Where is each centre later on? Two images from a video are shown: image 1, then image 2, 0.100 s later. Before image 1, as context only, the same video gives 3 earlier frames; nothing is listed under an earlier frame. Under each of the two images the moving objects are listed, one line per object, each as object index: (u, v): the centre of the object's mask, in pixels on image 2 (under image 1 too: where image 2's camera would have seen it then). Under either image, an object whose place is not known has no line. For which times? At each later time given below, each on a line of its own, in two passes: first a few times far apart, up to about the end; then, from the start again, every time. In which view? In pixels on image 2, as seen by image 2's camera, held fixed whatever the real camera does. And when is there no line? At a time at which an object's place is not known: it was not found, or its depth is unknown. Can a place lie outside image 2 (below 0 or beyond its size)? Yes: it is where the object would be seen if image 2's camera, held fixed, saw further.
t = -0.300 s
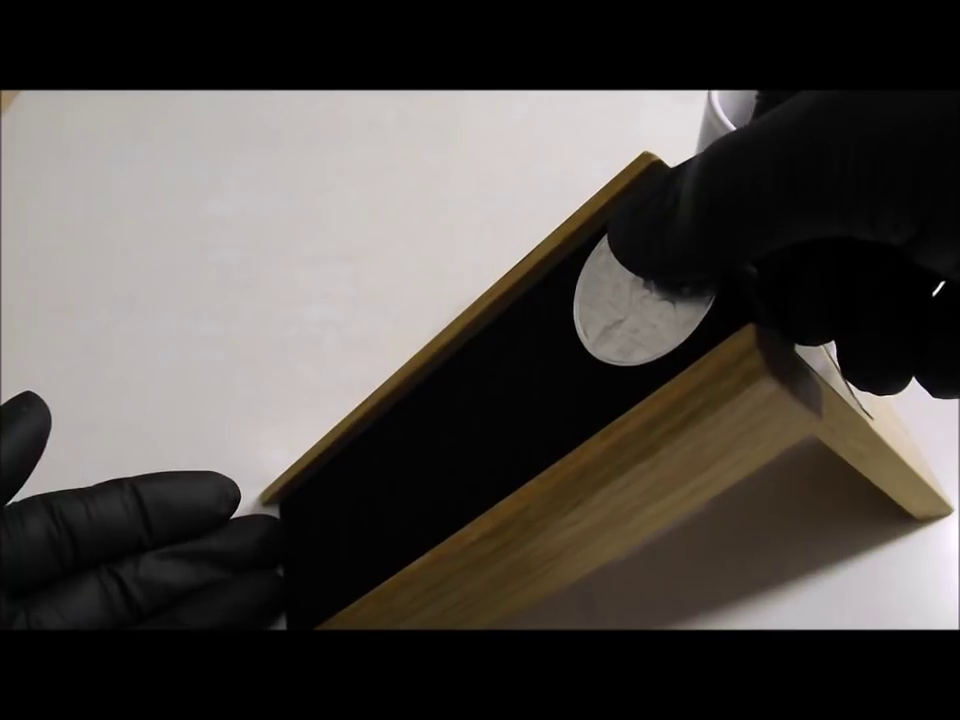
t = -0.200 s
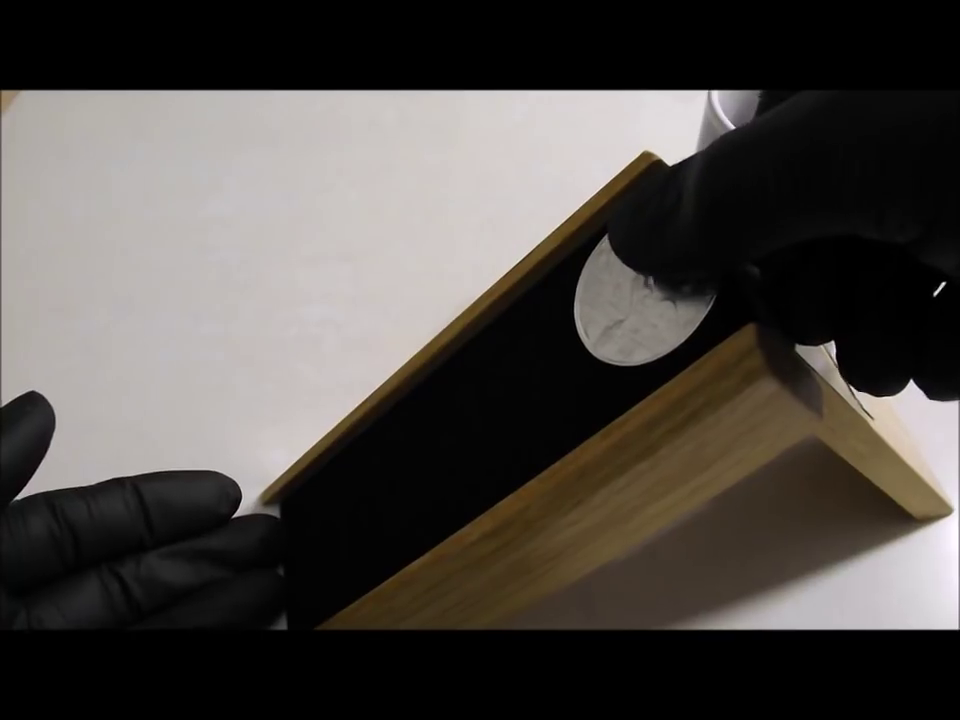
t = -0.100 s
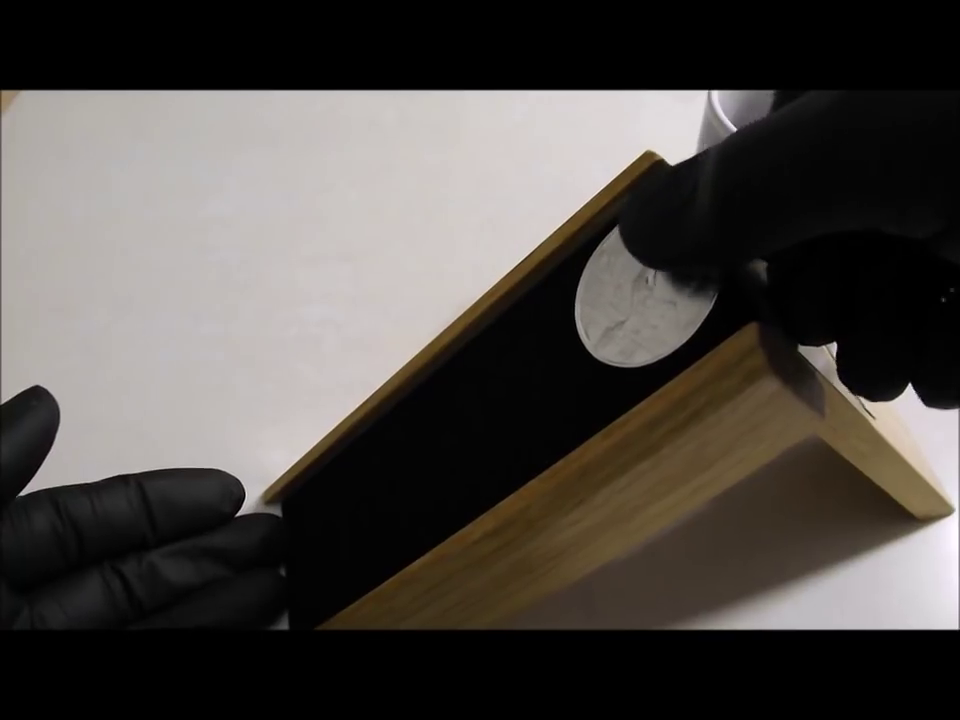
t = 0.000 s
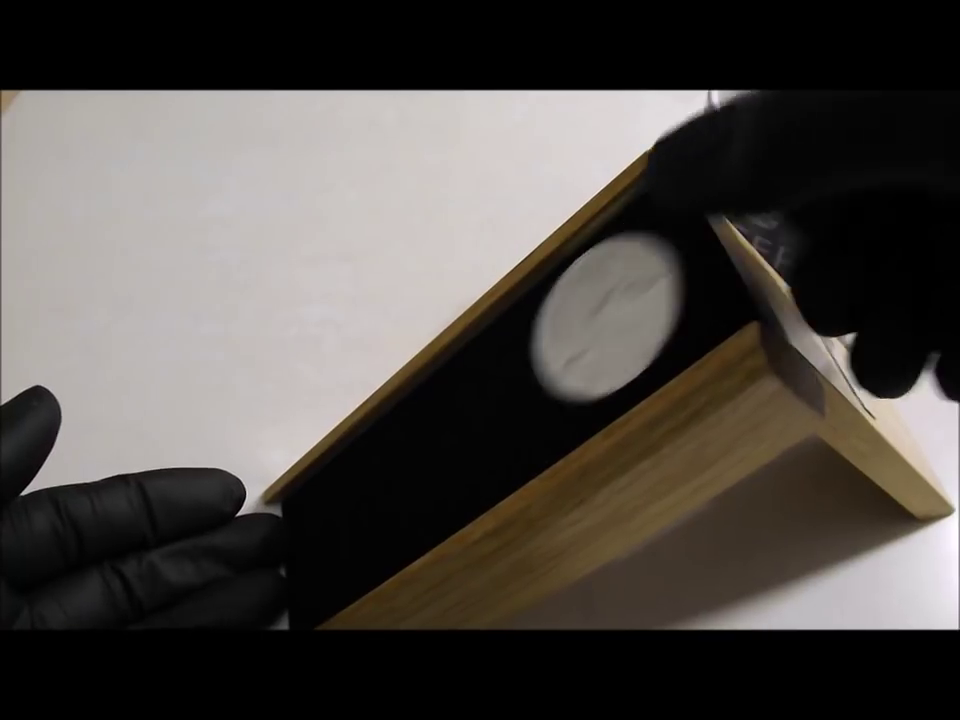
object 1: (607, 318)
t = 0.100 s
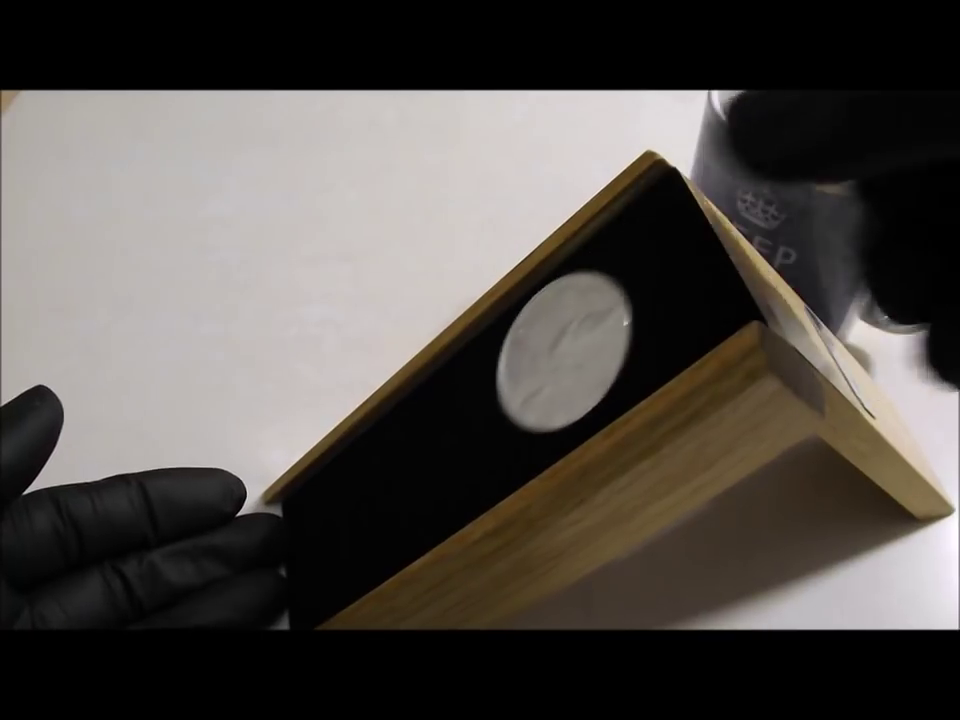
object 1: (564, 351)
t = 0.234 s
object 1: (535, 375)
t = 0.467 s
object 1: (495, 407)
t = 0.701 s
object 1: (459, 435)
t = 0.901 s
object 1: (429, 457)
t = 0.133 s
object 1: (555, 358)
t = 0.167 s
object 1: (548, 364)
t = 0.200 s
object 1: (541, 370)
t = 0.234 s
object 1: (535, 375)
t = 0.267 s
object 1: (529, 380)
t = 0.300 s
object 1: (523, 384)
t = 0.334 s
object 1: (517, 389)
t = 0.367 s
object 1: (511, 394)
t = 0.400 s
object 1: (506, 398)
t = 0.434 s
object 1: (501, 402)
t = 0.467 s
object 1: (495, 407)
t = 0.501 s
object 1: (490, 411)
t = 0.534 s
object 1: (484, 415)
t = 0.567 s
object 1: (479, 419)
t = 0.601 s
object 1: (474, 423)
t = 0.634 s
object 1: (469, 427)
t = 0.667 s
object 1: (464, 431)
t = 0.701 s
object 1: (459, 435)
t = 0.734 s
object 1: (454, 439)
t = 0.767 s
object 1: (449, 442)
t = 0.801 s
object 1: (444, 446)
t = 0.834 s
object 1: (439, 450)
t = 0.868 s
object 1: (434, 454)
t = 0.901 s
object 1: (429, 457)
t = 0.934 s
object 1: (425, 461)
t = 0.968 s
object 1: (420, 465)
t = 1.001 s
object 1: (416, 468)
